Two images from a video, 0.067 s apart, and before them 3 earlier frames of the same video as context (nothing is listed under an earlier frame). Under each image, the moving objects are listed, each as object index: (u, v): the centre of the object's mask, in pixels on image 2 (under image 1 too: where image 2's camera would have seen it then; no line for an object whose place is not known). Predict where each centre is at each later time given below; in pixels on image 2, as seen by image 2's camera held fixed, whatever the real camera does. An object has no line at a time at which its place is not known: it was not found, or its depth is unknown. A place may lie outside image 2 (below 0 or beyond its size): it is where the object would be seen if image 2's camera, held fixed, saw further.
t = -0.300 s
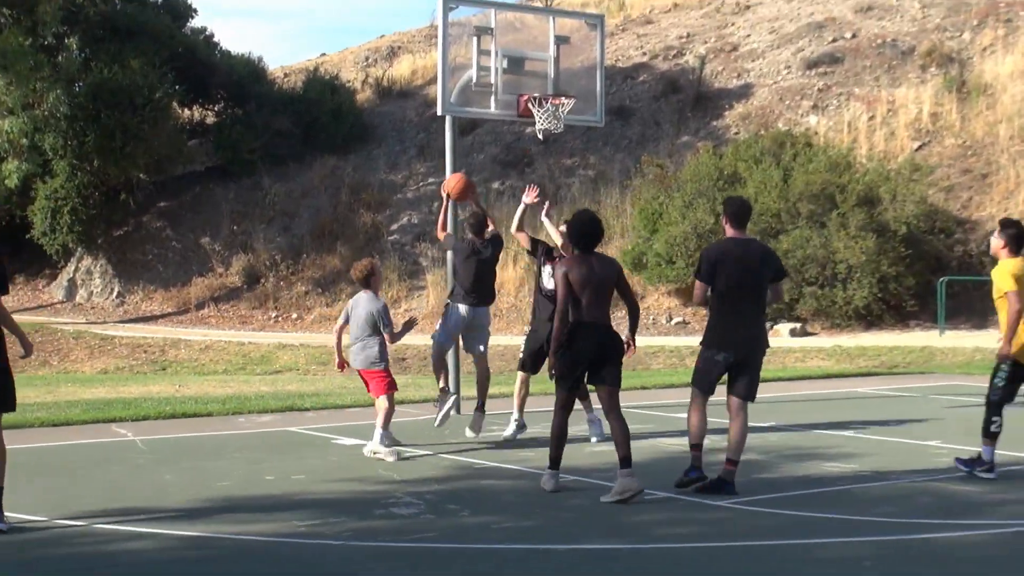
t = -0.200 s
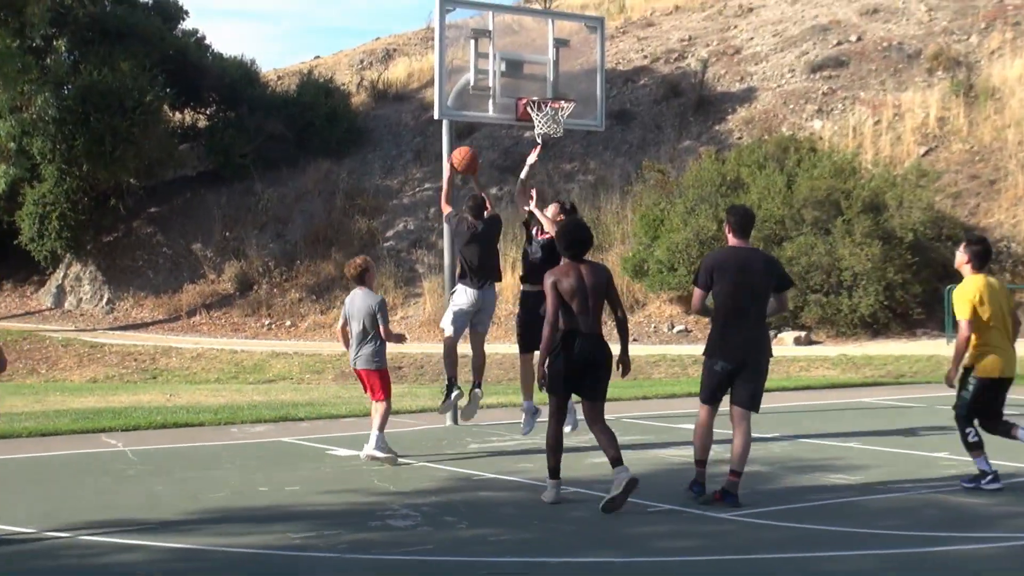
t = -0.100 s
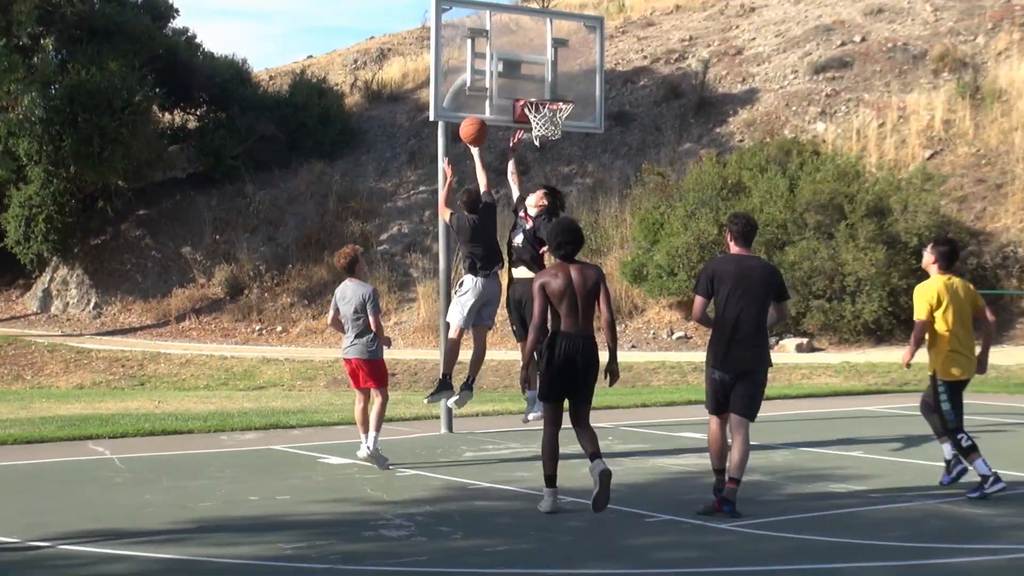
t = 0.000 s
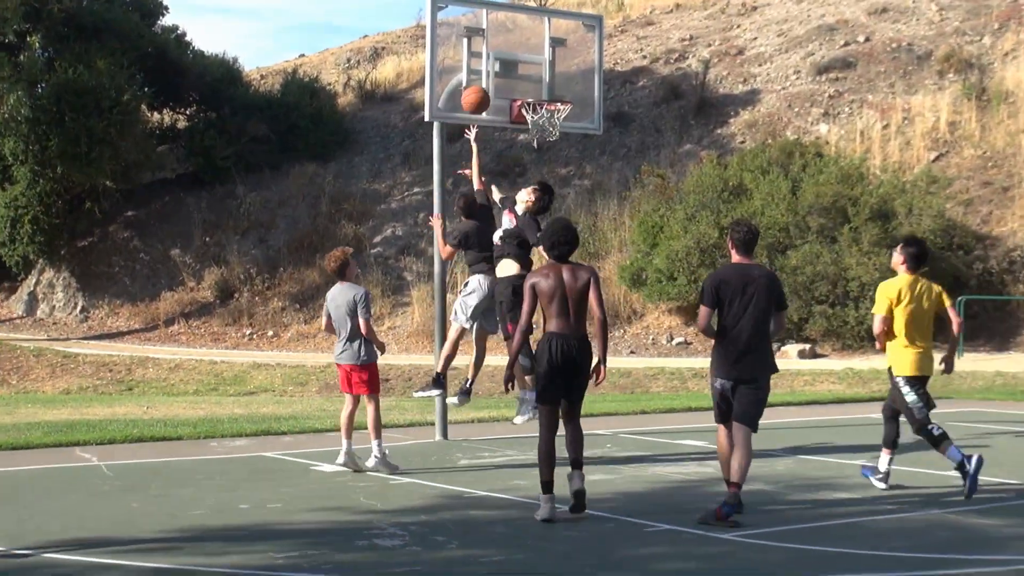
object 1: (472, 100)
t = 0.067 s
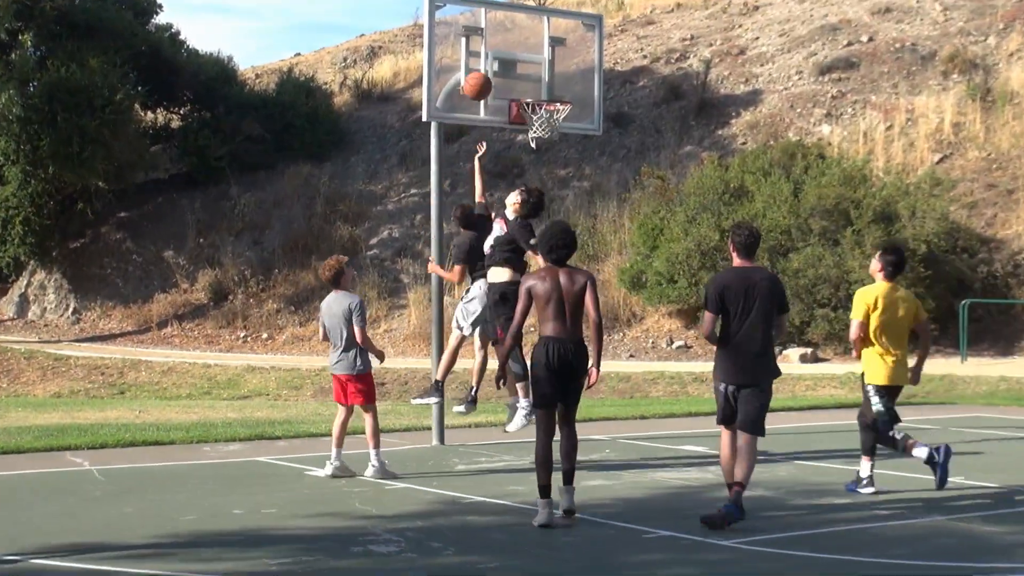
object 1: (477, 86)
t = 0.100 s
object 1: (480, 81)
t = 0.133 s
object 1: (482, 78)
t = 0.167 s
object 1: (488, 74)
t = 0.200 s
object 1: (495, 72)
